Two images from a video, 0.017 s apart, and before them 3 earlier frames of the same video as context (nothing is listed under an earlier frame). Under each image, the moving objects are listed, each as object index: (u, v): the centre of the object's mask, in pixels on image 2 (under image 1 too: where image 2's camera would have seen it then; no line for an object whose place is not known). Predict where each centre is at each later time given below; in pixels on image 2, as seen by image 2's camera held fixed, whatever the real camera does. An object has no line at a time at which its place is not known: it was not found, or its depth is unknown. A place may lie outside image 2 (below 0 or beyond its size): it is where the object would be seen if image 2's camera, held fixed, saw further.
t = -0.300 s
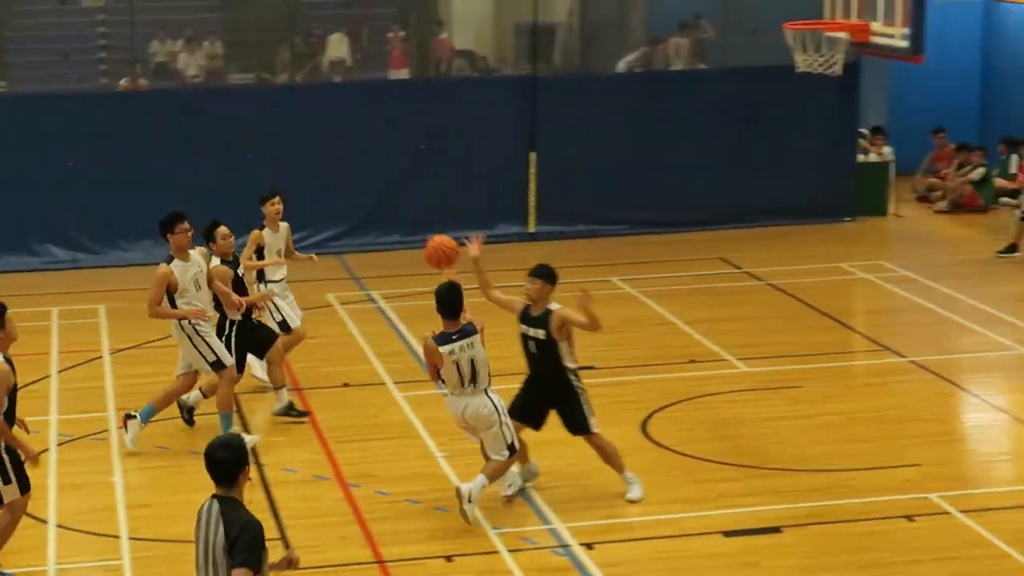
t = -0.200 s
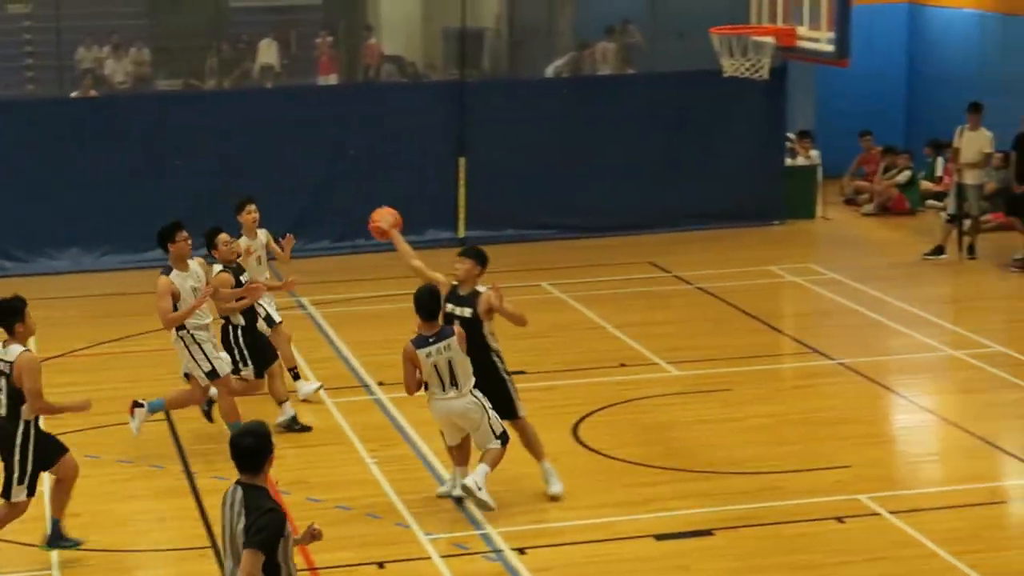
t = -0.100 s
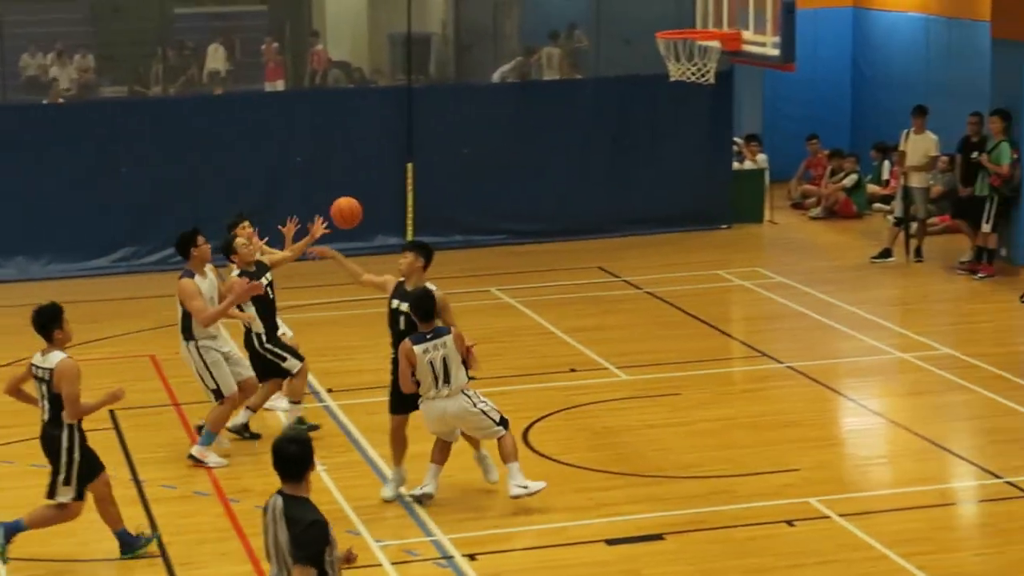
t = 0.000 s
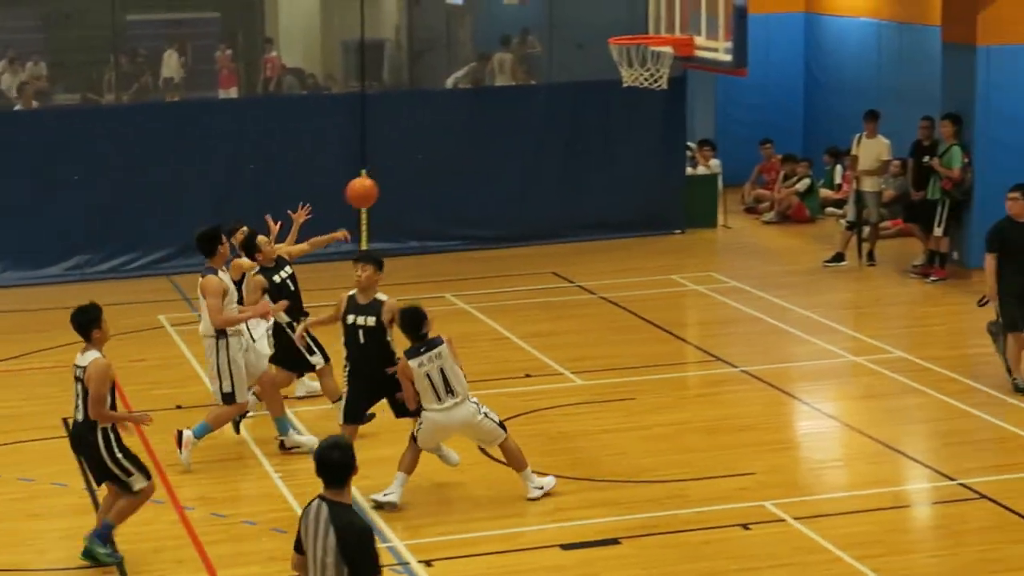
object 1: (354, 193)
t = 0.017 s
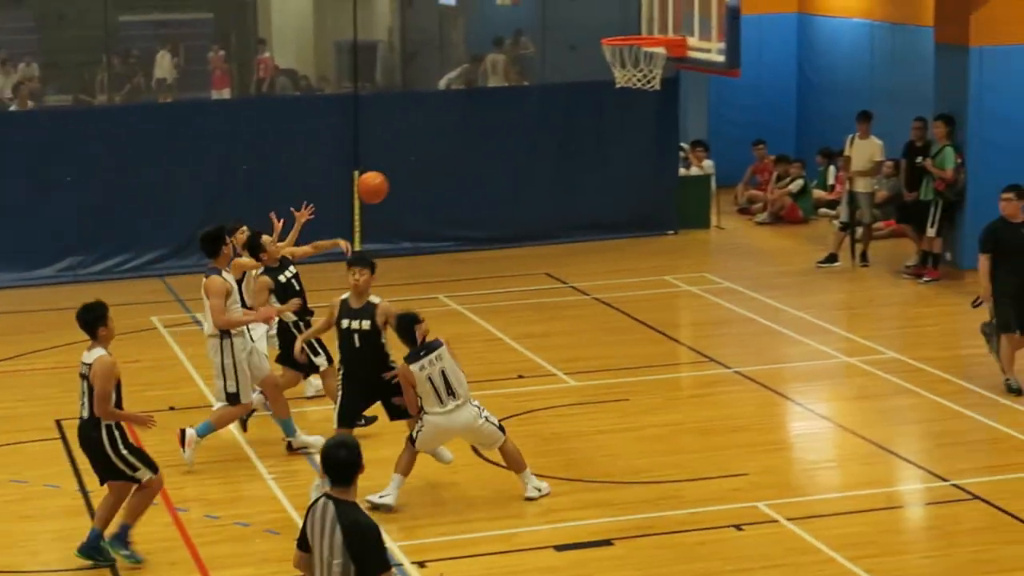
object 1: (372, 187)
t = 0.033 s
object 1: (389, 181)
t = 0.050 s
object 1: (406, 175)
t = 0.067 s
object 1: (424, 170)
